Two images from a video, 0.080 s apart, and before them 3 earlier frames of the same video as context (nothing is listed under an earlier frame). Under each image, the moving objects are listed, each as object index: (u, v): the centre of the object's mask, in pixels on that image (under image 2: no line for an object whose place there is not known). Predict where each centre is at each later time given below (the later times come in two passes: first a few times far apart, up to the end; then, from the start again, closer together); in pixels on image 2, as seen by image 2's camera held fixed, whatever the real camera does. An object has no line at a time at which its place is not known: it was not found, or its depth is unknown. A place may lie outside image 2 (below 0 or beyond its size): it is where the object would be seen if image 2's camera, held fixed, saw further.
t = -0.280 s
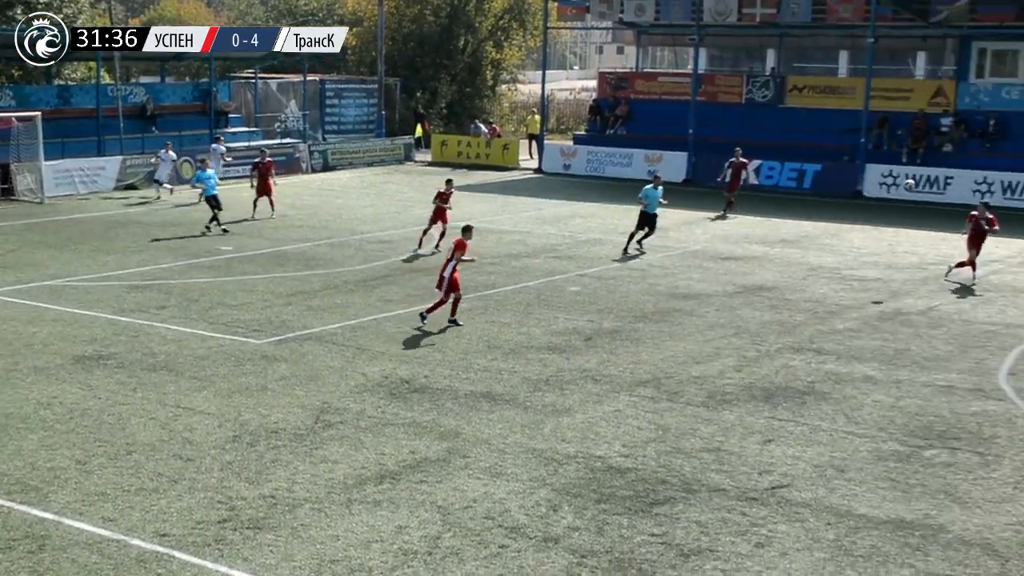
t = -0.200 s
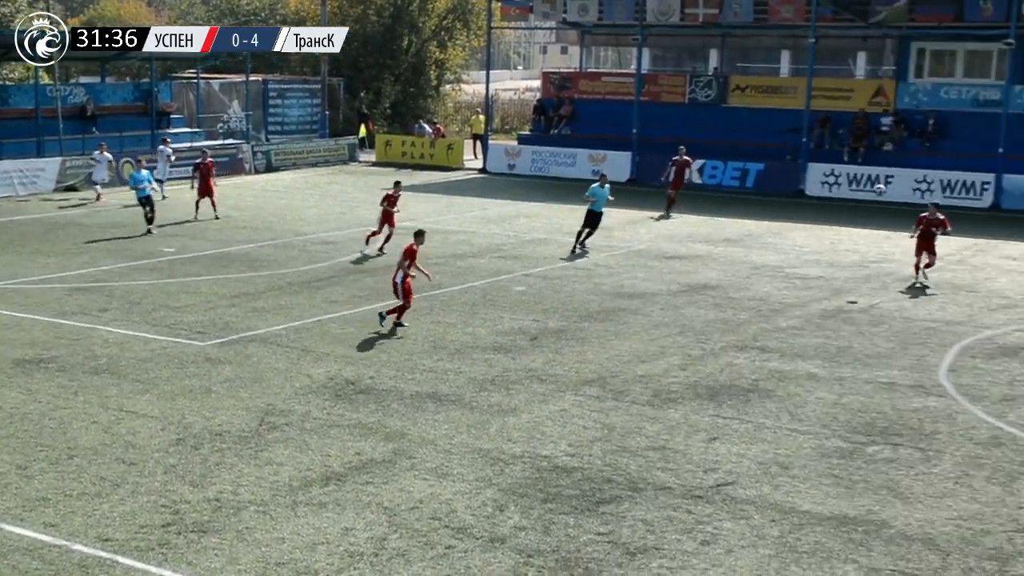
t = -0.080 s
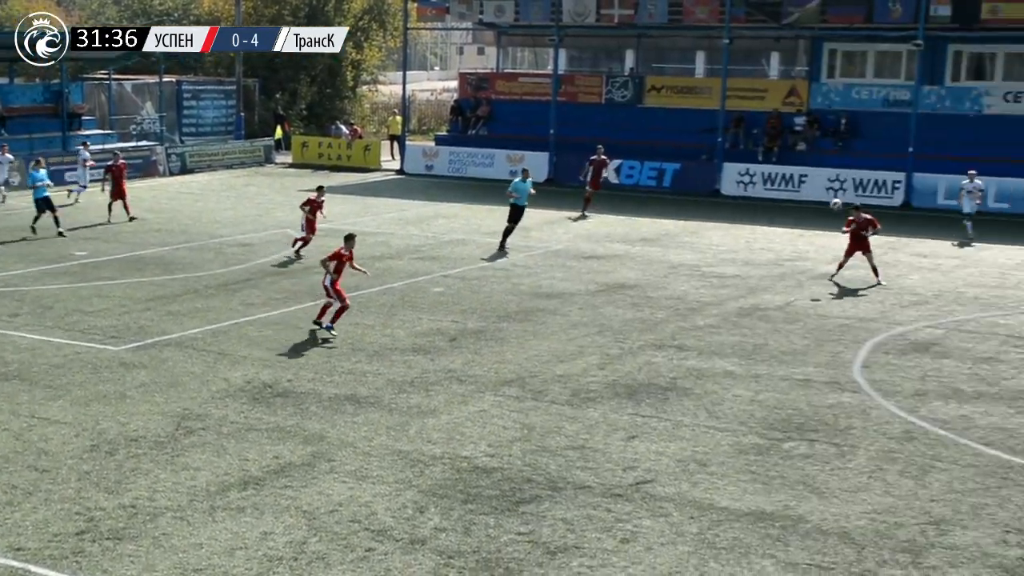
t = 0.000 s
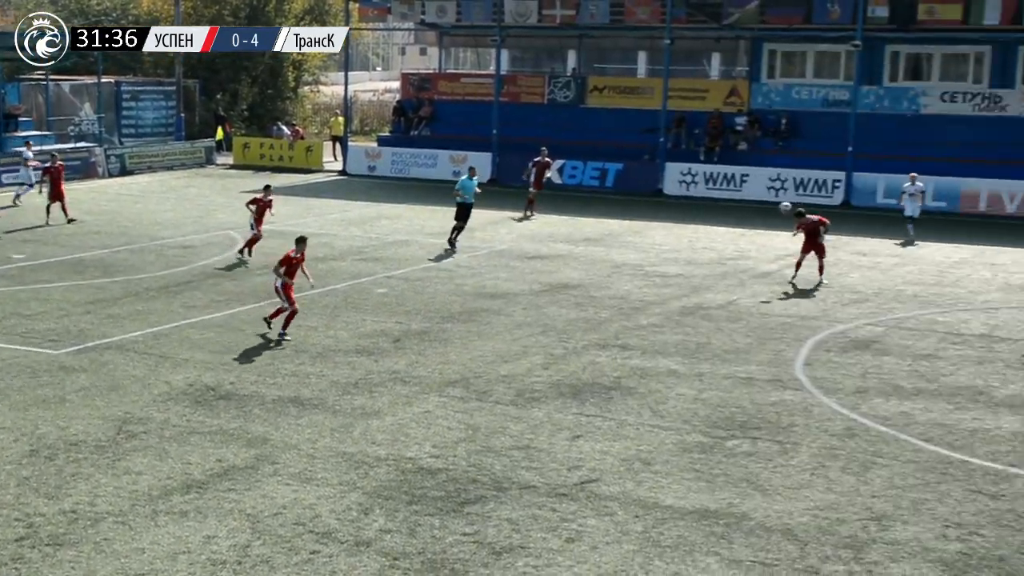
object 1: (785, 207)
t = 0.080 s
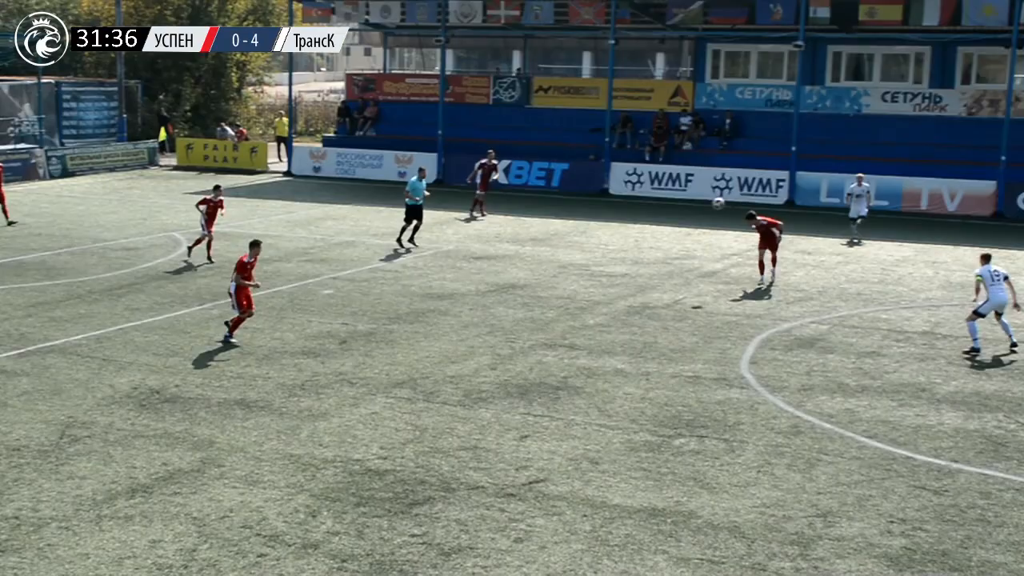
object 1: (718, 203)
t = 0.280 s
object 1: (686, 209)
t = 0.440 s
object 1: (659, 230)
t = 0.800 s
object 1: (595, 324)
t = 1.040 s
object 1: (607, 295)
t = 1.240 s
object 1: (618, 299)
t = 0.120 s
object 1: (712, 202)
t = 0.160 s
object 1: (706, 202)
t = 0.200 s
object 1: (700, 204)
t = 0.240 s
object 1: (693, 206)
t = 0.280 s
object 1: (686, 209)
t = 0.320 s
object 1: (679, 212)
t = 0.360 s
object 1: (673, 217)
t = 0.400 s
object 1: (666, 223)
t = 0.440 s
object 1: (659, 230)
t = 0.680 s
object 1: (612, 294)
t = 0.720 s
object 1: (604, 309)
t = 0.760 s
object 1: (595, 326)
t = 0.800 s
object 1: (595, 324)
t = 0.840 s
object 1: (597, 317)
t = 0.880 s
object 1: (599, 311)
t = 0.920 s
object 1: (601, 305)
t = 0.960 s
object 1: (603, 301)
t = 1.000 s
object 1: (605, 298)
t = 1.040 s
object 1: (607, 295)
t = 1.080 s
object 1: (609, 294)
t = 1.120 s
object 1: (611, 293)
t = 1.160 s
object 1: (613, 294)
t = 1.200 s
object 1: (615, 296)
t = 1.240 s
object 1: (618, 299)
